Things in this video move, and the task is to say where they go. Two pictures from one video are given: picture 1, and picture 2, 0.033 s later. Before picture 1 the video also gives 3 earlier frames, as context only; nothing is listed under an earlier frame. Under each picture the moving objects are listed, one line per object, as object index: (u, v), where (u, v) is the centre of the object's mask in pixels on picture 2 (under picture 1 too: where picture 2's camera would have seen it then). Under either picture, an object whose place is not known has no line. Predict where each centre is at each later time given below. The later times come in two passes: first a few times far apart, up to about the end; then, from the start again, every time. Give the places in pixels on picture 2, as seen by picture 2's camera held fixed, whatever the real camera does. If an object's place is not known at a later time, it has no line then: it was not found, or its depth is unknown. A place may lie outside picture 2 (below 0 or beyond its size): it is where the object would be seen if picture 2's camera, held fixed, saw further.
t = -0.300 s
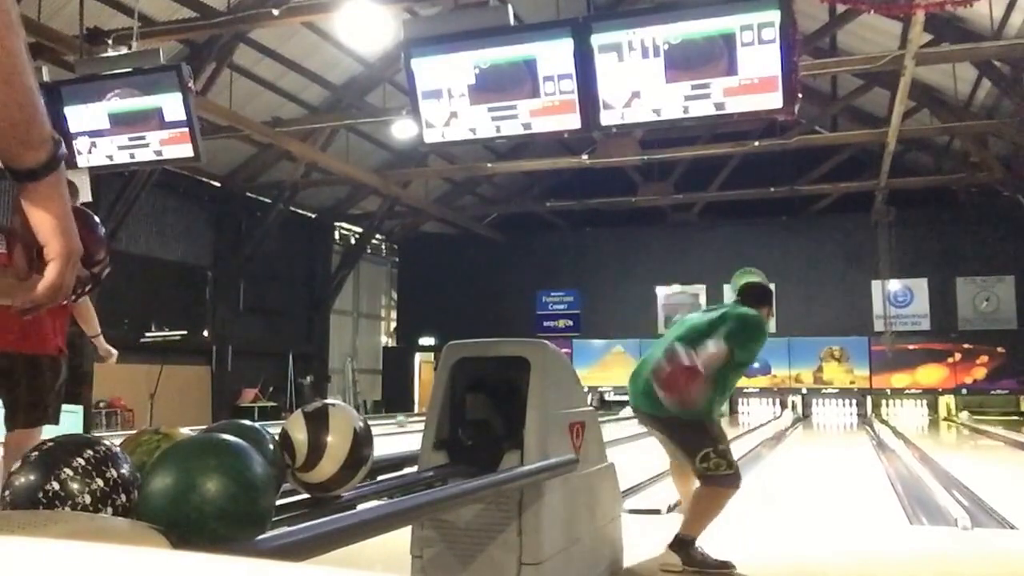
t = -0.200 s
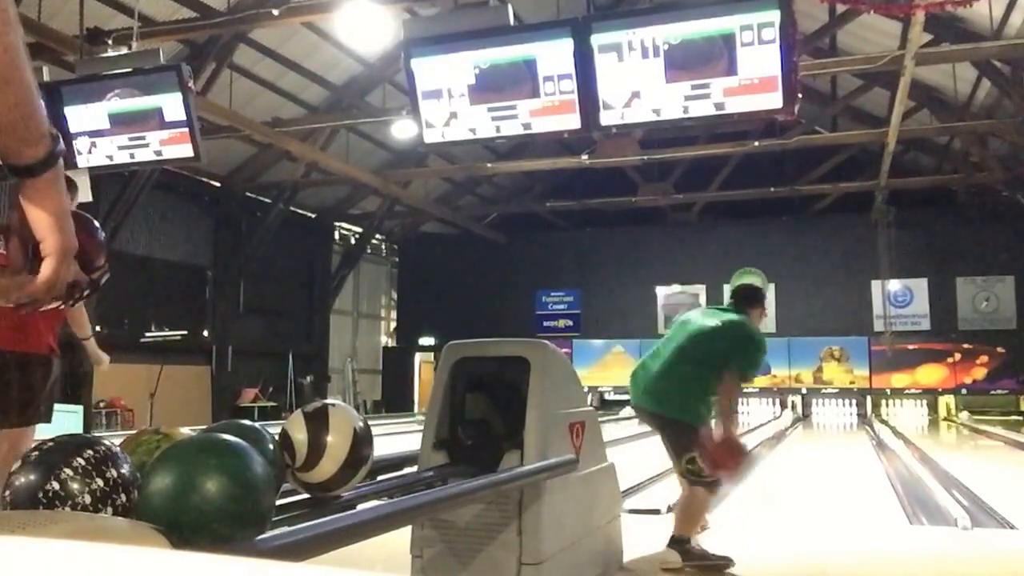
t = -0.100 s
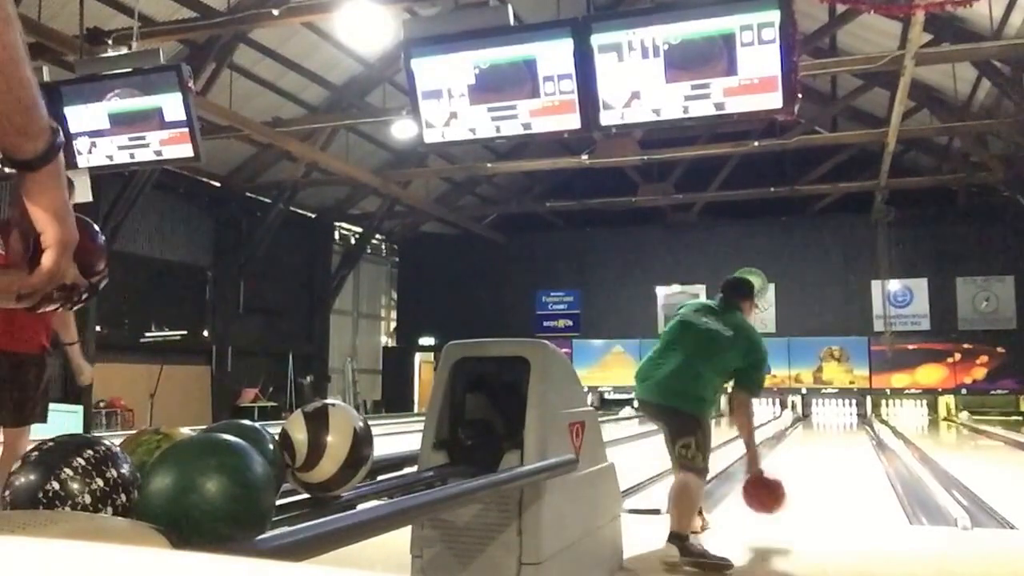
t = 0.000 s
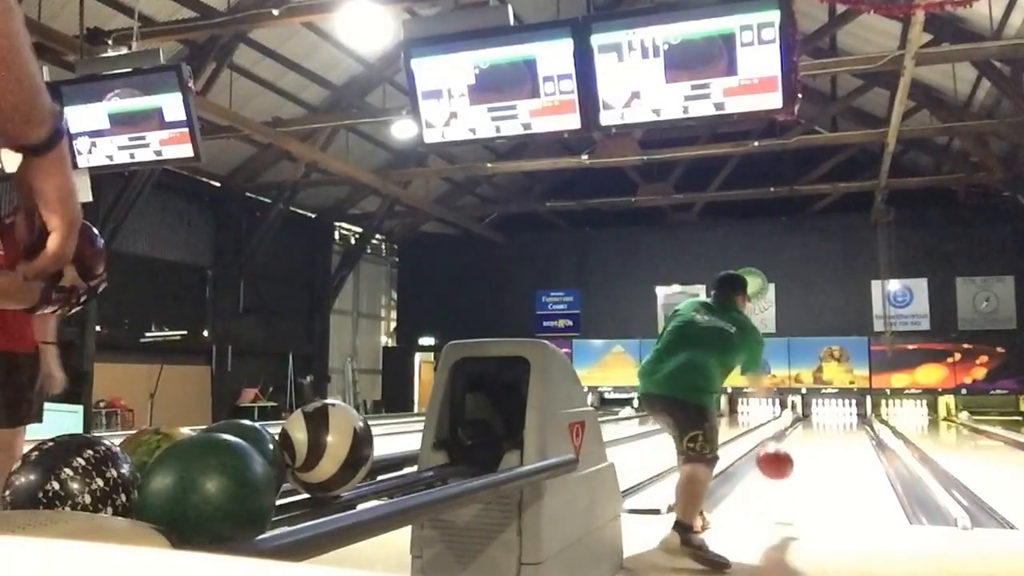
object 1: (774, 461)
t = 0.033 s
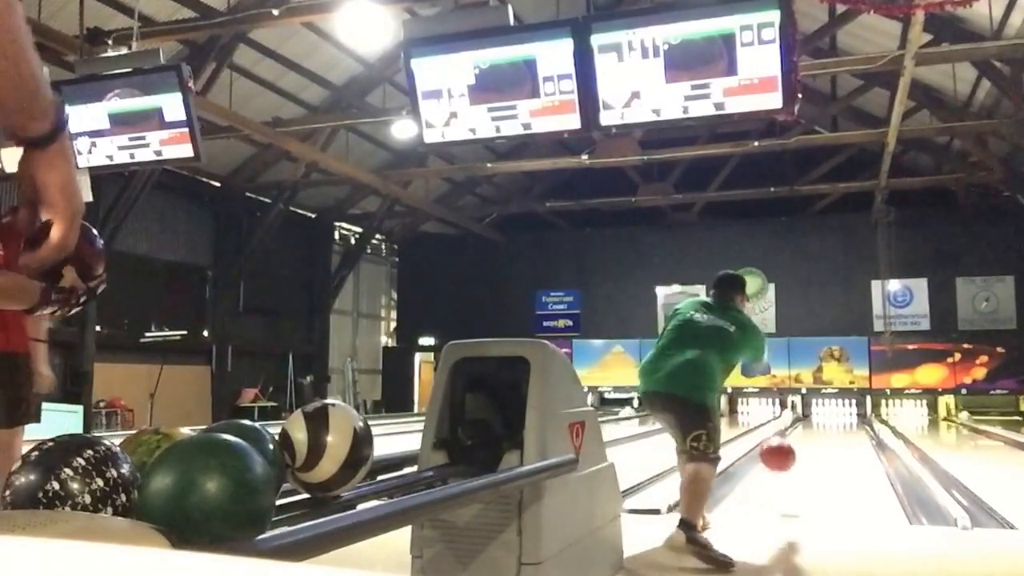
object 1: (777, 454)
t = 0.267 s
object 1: (792, 457)
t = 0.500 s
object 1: (801, 448)
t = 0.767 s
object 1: (807, 437)
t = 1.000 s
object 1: (811, 430)
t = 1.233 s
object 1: (813, 425)
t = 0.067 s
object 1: (780, 449)
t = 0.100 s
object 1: (782, 447)
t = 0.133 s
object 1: (784, 446)
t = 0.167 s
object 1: (786, 446)
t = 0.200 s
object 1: (788, 448)
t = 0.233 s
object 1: (790, 451)
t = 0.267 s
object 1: (792, 457)
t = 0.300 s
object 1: (793, 461)
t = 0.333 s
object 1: (795, 457)
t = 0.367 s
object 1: (796, 454)
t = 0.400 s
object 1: (797, 453)
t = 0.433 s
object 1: (798, 451)
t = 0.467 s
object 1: (799, 450)
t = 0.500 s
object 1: (801, 448)
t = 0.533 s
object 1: (802, 447)
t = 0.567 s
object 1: (802, 446)
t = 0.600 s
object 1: (803, 444)
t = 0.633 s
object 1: (804, 442)
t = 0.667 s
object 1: (805, 441)
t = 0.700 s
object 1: (806, 439)
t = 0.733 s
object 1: (806, 437)
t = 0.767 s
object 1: (807, 437)
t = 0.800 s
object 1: (808, 435)
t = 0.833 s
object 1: (808, 435)
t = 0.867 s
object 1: (809, 434)
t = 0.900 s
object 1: (809, 433)
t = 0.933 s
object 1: (810, 432)
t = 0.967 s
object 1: (811, 430)
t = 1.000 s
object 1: (811, 430)
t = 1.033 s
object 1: (811, 429)
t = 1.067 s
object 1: (811, 429)
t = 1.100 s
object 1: (812, 427)
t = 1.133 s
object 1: (812, 427)
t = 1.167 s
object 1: (812, 427)
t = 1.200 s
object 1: (813, 426)
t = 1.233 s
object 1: (813, 425)
